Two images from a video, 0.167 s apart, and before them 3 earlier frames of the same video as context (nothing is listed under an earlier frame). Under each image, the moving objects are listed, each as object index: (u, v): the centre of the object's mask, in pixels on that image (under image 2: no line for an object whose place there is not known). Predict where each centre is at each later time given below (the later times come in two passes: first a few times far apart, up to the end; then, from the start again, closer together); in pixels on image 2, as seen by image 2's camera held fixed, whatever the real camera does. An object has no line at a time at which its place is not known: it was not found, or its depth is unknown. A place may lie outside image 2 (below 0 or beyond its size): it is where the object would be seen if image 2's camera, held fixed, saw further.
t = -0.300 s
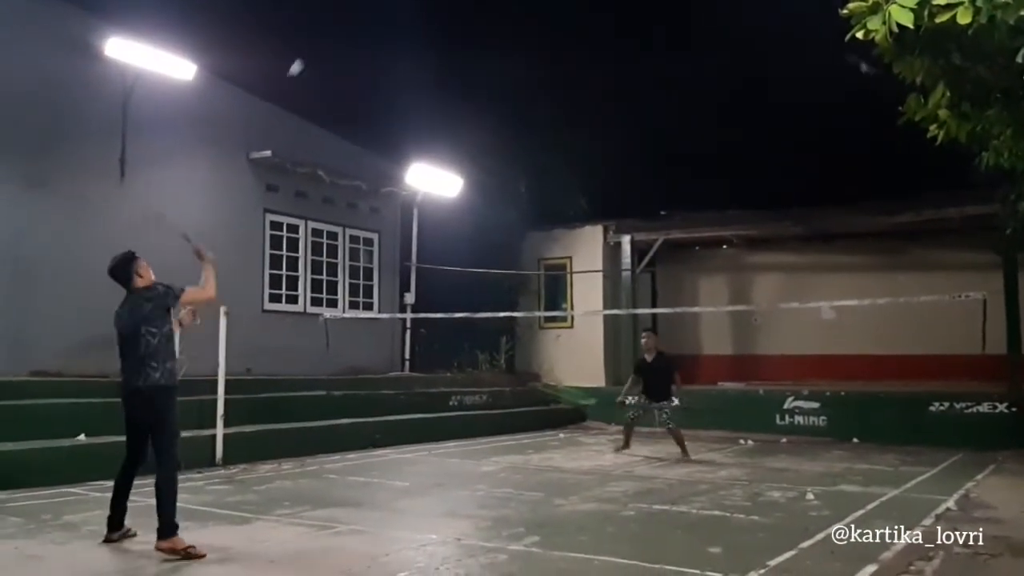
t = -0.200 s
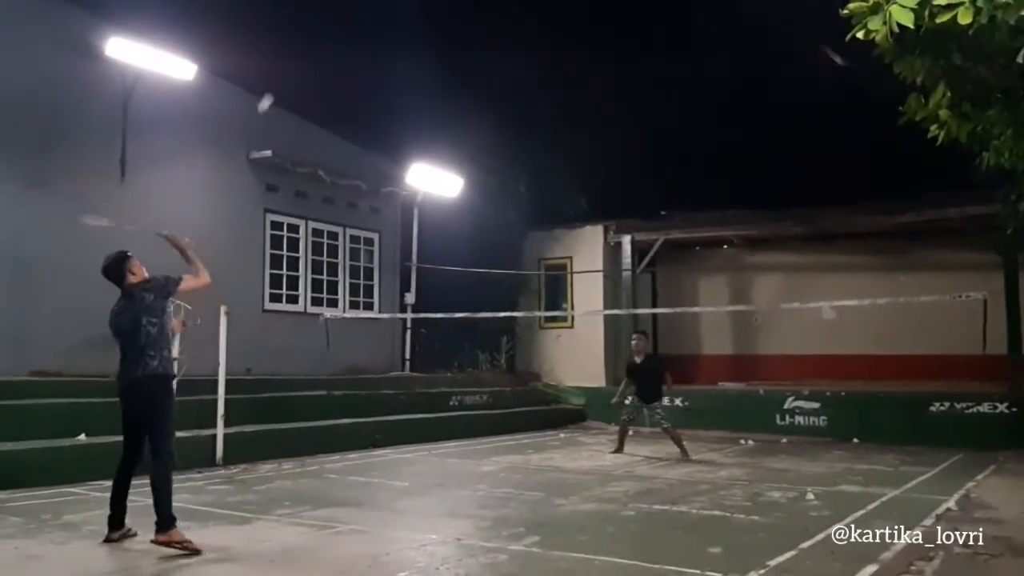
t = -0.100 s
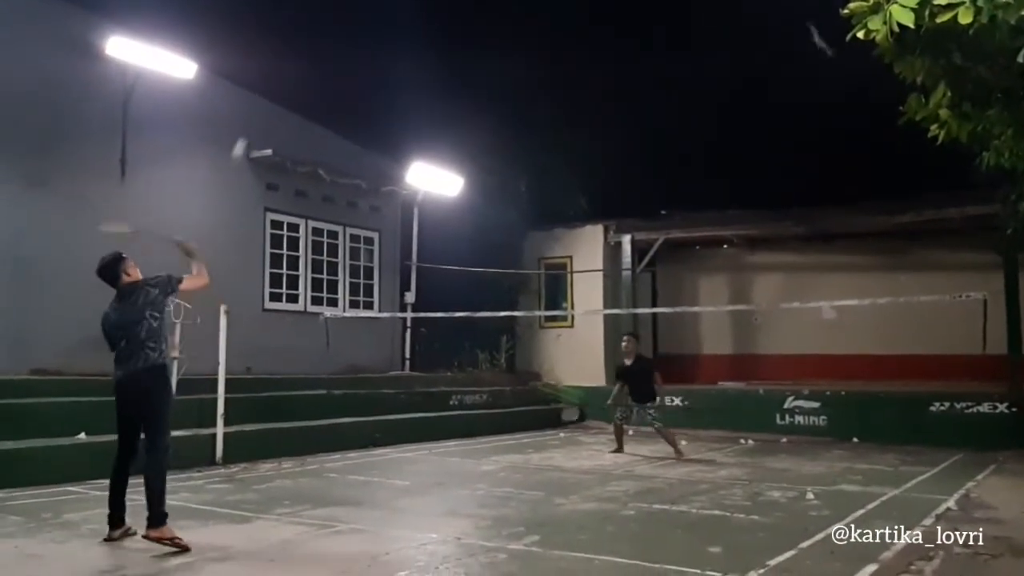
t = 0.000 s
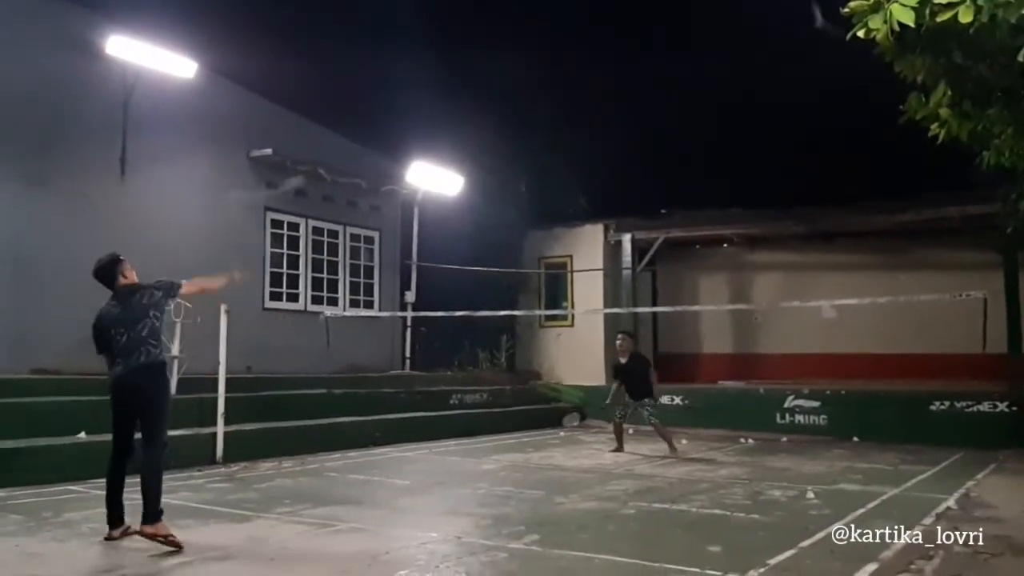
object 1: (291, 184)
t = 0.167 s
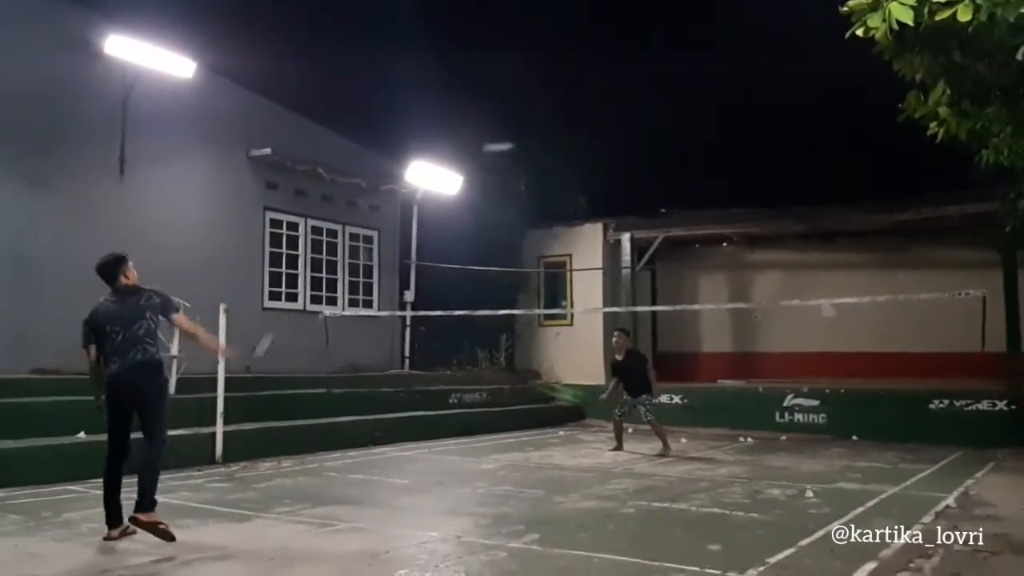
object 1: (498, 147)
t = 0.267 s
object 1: (569, 146)
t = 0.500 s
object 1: (675, 178)
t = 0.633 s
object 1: (714, 212)
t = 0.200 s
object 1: (524, 146)
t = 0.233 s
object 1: (548, 145)
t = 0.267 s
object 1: (569, 146)
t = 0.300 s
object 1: (588, 149)
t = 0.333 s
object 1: (606, 152)
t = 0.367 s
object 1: (622, 155)
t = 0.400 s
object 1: (637, 160)
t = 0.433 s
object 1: (651, 165)
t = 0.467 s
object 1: (663, 171)
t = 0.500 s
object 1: (675, 178)
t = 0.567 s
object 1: (696, 194)
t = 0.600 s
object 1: (705, 202)
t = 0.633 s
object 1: (714, 212)
